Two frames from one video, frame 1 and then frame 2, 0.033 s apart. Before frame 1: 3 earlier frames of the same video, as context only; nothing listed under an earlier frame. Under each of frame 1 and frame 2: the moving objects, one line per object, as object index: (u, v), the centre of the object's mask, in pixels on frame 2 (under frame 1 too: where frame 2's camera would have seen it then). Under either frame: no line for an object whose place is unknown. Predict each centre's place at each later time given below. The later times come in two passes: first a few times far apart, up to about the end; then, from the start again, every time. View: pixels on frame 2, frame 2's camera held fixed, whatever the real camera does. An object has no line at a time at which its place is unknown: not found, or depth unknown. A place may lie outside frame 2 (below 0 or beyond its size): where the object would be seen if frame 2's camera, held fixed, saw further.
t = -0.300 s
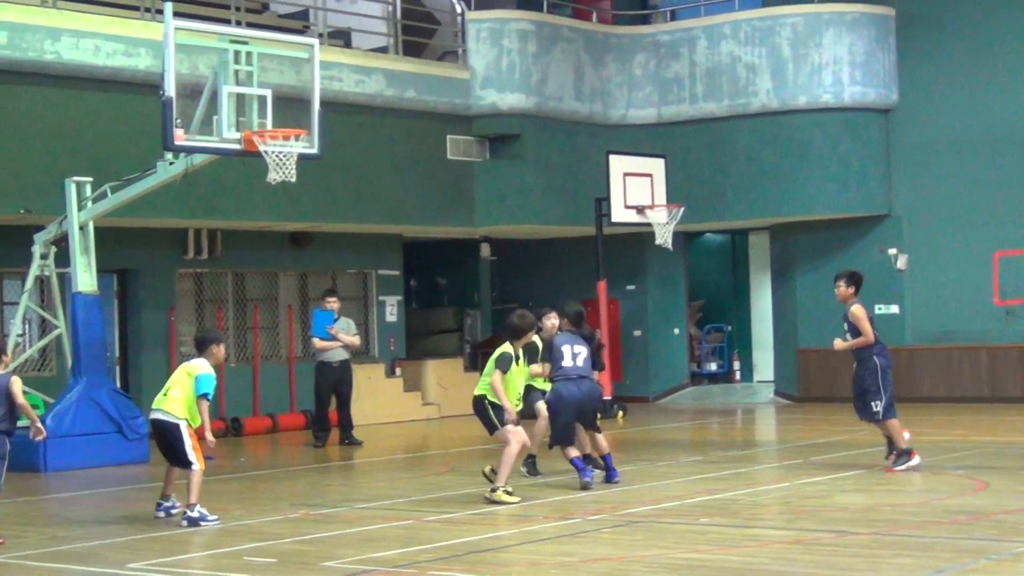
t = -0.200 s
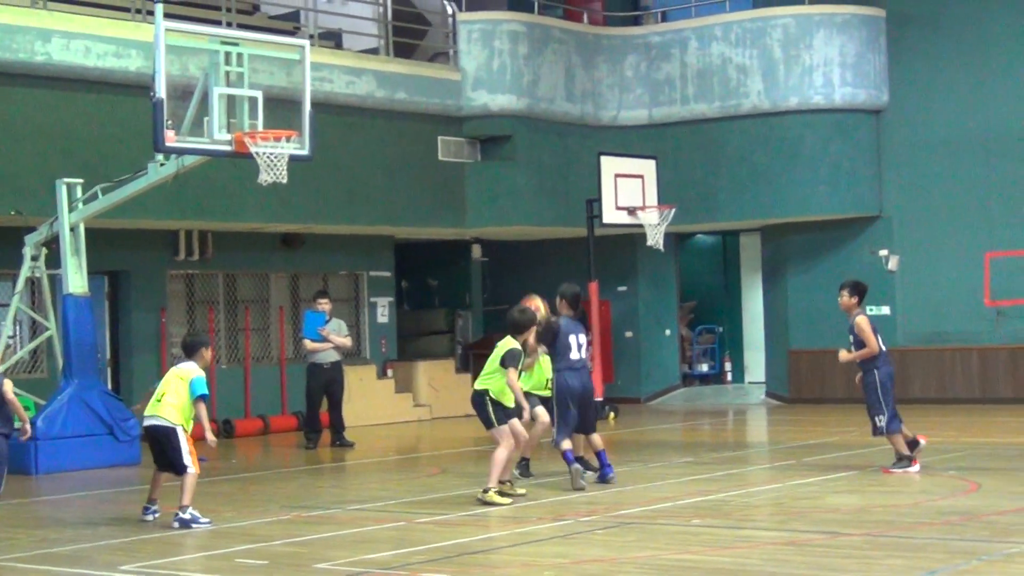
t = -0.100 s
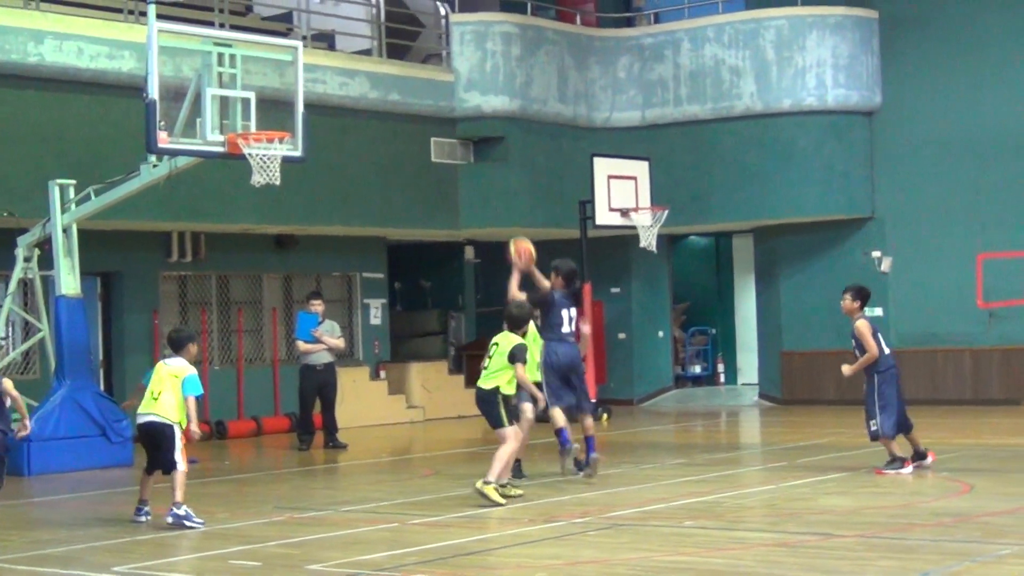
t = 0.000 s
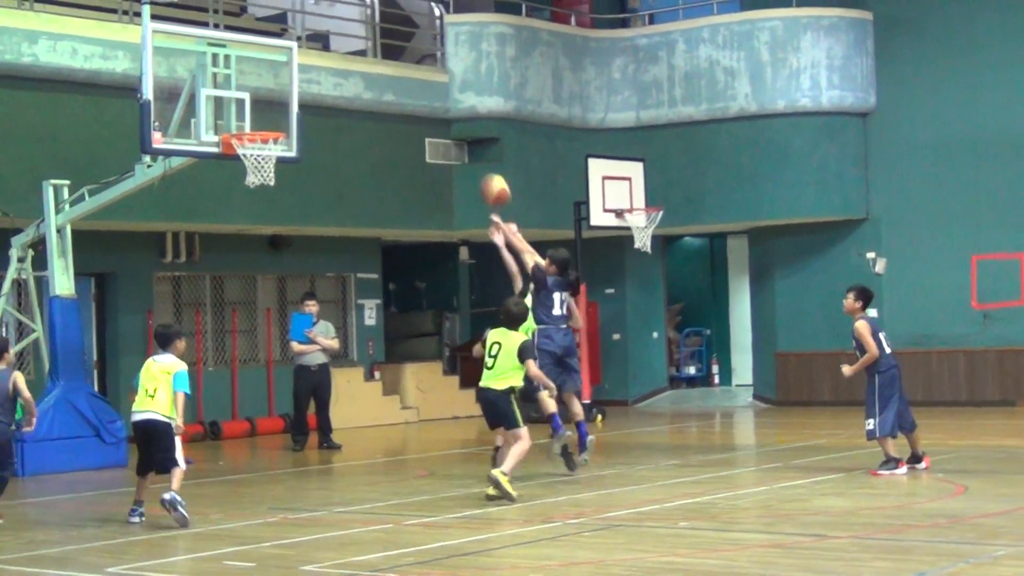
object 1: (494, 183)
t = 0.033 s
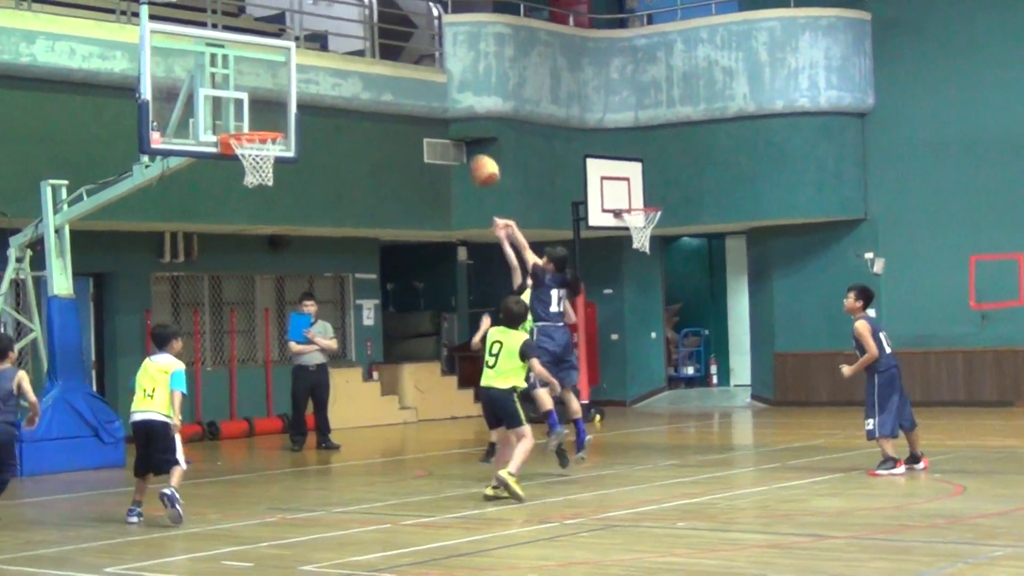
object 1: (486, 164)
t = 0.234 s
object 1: (433, 76)
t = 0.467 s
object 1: (378, 40)
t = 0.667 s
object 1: (334, 58)
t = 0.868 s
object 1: (290, 121)
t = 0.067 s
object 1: (479, 146)
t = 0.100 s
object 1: (471, 130)
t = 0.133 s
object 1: (461, 112)
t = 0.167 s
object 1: (448, 97)
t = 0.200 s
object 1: (440, 87)
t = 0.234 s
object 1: (433, 76)
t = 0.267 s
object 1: (424, 67)
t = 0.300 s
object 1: (416, 61)
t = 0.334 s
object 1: (409, 56)
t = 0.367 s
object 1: (396, 54)
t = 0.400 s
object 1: (388, 42)
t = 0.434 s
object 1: (385, 39)
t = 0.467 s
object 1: (378, 40)
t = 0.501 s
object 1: (370, 41)
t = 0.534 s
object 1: (364, 42)
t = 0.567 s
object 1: (355, 49)
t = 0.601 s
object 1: (349, 47)
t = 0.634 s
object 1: (341, 52)
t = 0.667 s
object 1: (334, 58)
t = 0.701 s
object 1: (328, 66)
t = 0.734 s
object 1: (321, 77)
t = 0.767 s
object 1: (313, 89)
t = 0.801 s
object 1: (309, 101)
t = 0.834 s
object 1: (300, 107)
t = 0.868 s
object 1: (290, 121)
